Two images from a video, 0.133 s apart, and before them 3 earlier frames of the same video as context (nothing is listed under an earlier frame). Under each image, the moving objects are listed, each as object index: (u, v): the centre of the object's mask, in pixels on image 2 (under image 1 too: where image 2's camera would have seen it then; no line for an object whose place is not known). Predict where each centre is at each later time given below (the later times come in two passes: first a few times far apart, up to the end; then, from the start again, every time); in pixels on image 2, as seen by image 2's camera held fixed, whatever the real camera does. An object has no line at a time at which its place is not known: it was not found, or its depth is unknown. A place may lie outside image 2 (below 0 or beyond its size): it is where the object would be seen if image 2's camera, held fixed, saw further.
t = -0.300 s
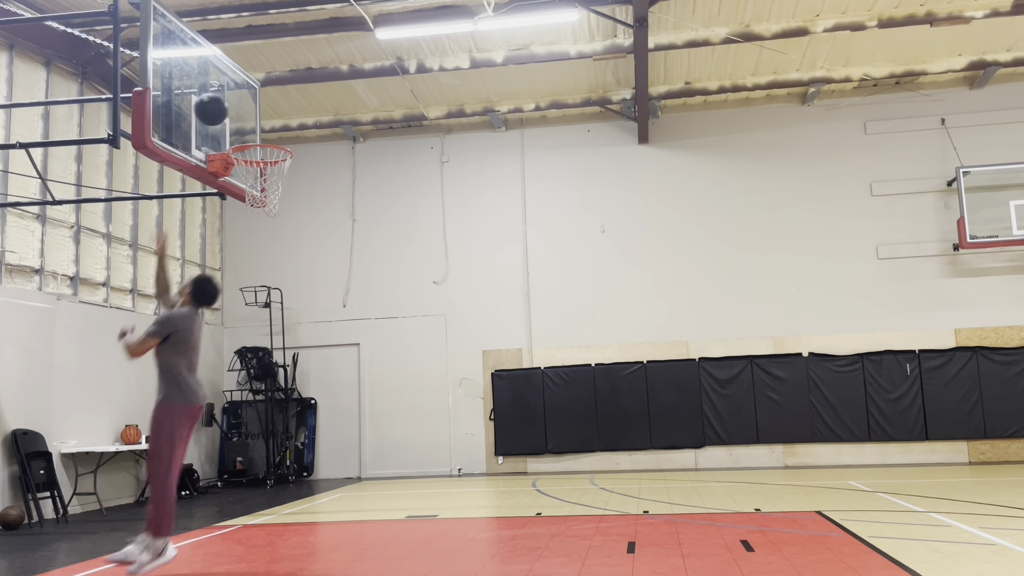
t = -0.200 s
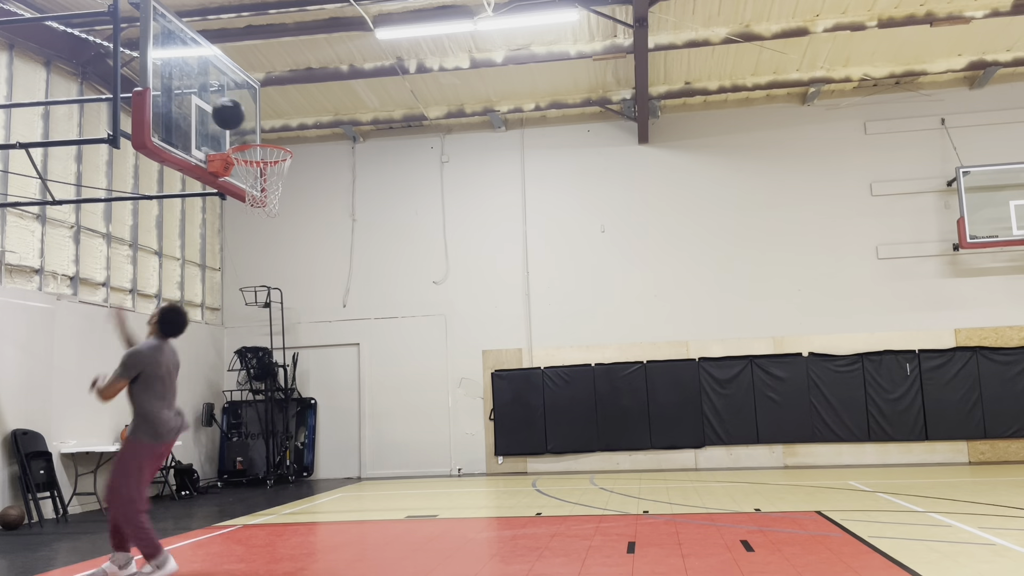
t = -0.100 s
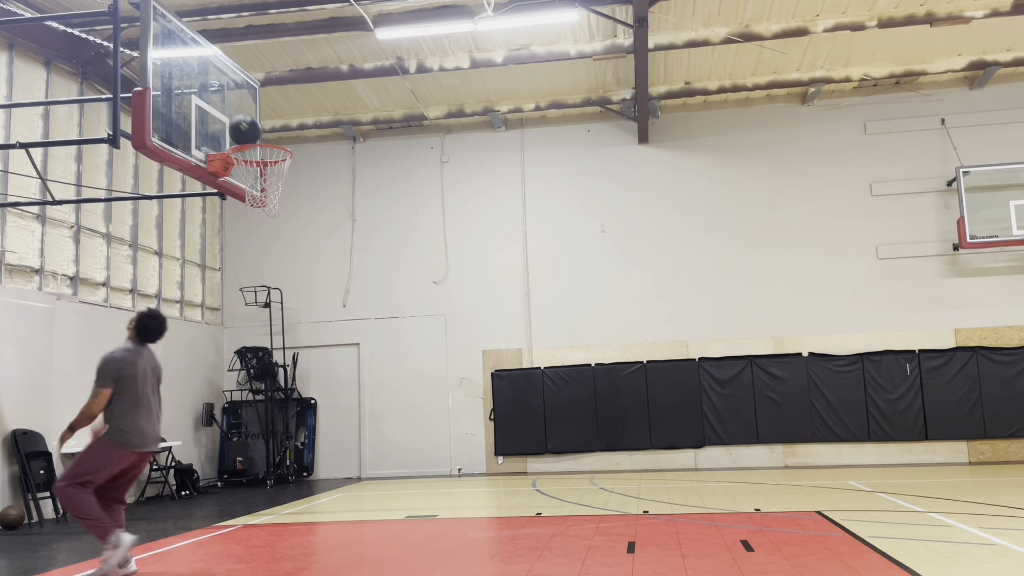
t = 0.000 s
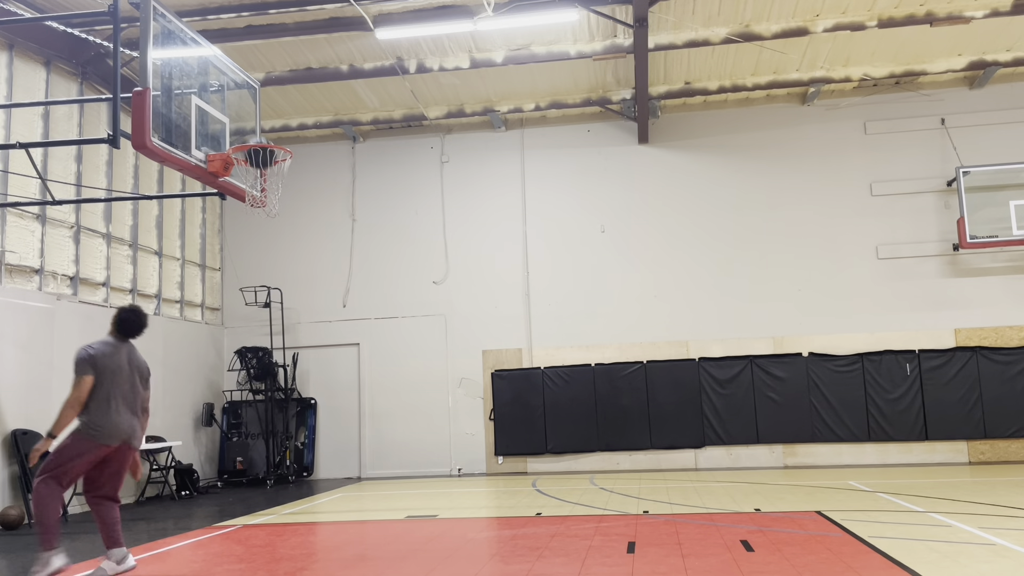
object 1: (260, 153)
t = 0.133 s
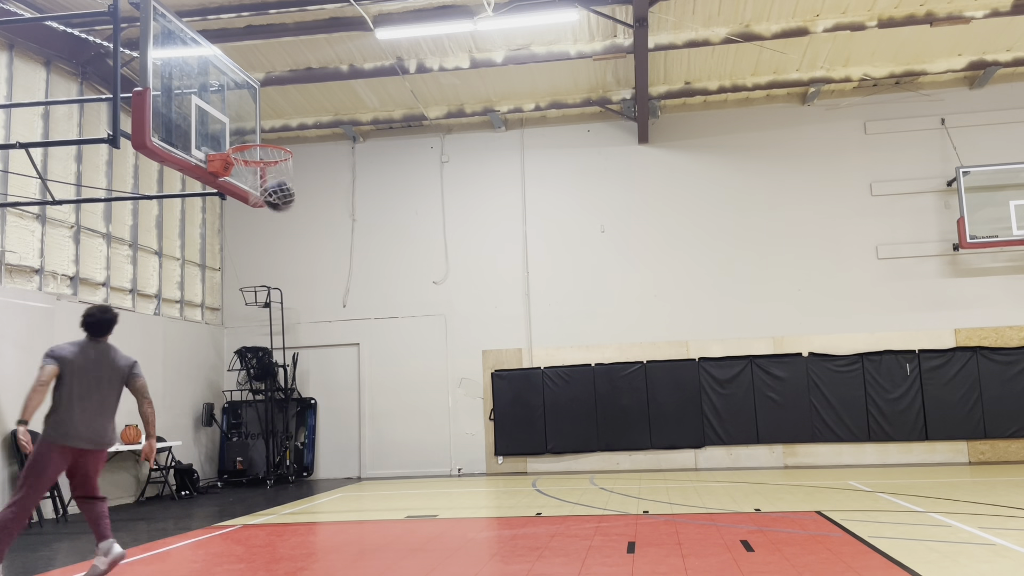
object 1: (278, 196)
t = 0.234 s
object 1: (286, 228)
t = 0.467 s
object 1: (306, 352)
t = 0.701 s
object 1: (320, 521)
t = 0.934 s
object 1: (316, 398)
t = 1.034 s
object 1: (313, 368)
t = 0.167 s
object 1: (281, 207)
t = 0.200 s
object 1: (283, 216)
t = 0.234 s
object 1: (286, 228)
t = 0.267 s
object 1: (289, 242)
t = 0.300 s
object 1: (291, 257)
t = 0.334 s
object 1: (294, 273)
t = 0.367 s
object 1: (297, 291)
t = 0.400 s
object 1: (300, 310)
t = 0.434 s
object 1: (302, 330)
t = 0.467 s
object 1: (306, 352)
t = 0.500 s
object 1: (308, 375)
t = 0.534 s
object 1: (310, 401)
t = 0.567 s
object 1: (312, 424)
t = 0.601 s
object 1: (314, 453)
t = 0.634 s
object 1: (318, 480)
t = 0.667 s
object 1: (320, 511)
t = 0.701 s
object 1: (320, 521)
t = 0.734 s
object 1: (321, 499)
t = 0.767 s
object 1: (319, 479)
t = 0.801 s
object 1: (318, 459)
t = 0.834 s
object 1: (318, 441)
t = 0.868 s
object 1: (317, 425)
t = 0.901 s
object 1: (316, 411)
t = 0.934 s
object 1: (316, 398)
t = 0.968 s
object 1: (315, 386)
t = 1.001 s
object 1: (314, 376)
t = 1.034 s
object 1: (313, 368)
